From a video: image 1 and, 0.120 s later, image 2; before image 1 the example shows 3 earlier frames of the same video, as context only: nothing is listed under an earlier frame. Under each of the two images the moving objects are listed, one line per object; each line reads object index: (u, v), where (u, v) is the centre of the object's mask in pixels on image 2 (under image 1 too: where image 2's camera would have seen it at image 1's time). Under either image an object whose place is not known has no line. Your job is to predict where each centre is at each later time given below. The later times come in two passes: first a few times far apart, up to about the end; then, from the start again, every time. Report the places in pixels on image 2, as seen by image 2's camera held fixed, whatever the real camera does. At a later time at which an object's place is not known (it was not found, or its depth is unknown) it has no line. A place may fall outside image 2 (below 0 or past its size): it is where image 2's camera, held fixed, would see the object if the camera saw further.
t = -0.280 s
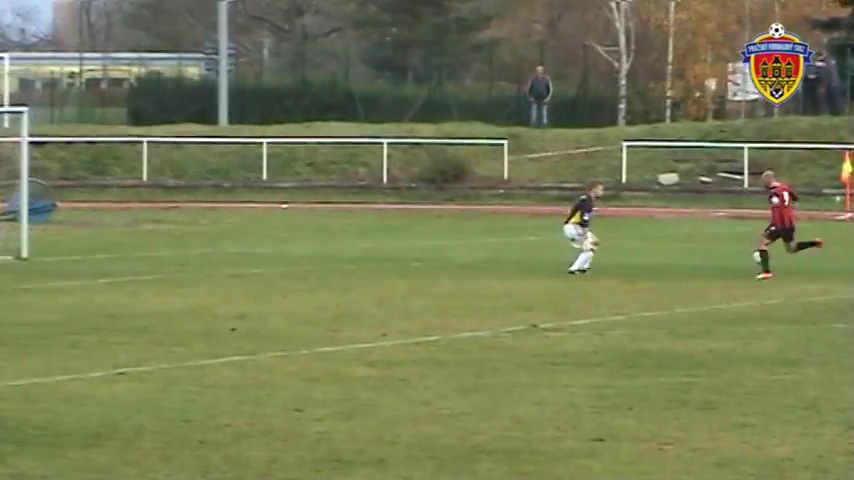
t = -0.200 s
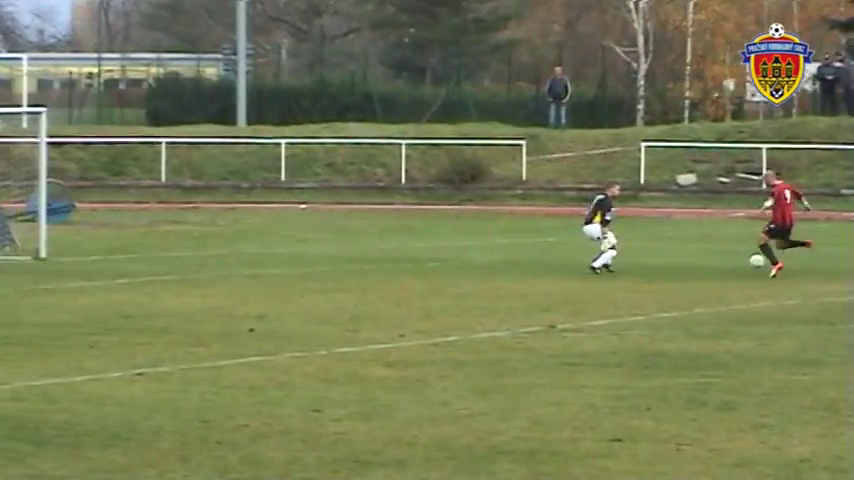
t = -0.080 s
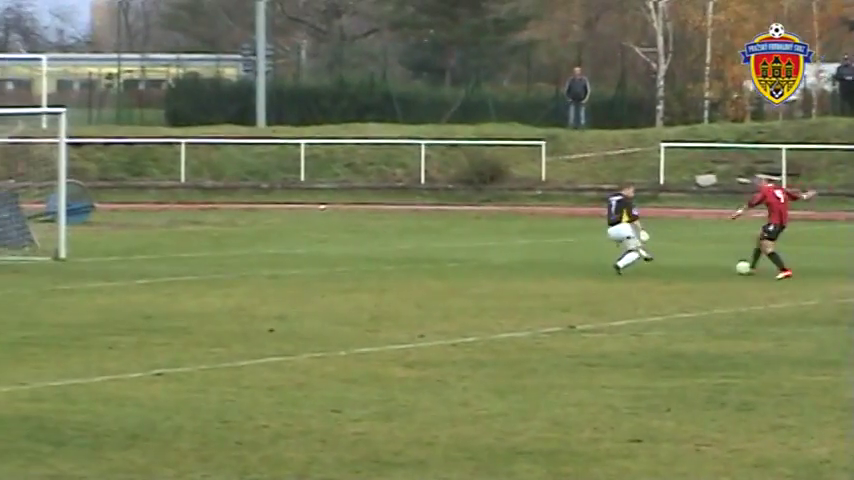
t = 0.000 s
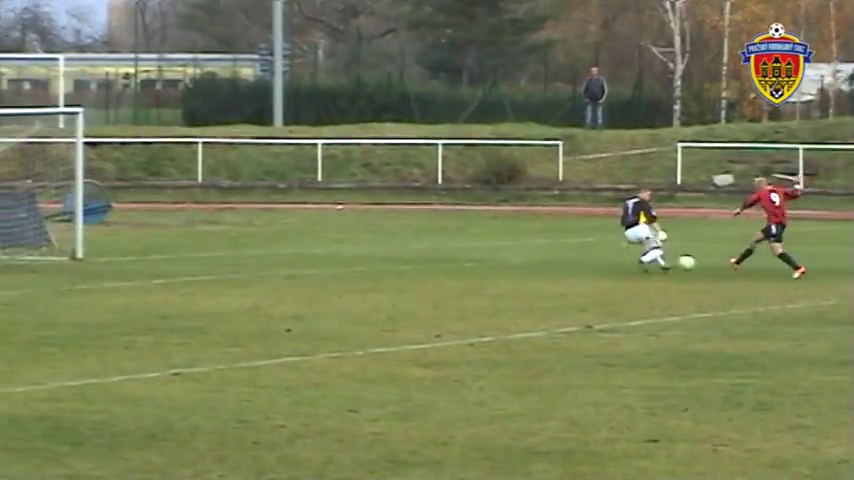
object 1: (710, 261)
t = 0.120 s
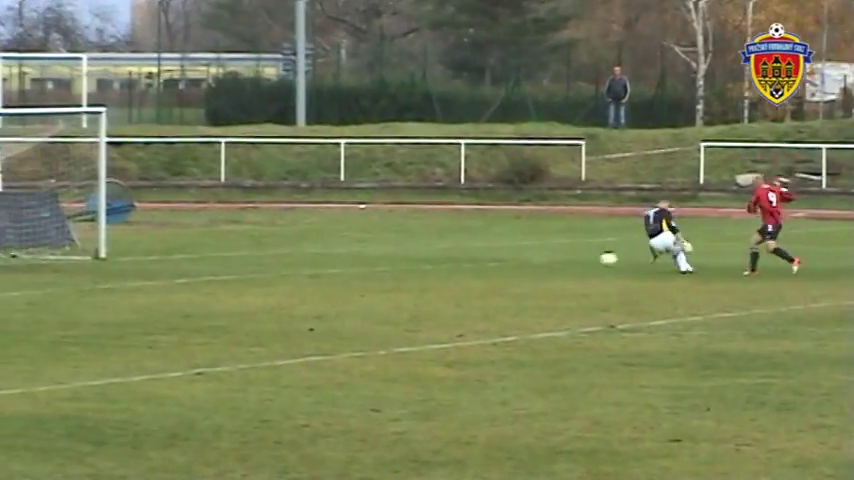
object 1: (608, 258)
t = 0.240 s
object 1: (515, 263)
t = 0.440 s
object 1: (383, 256)
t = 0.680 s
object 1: (251, 253)
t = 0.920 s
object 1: (136, 257)
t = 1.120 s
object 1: (46, 254)
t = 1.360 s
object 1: (-52, 248)
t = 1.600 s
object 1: (-127, 249)
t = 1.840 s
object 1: (-125, 222)
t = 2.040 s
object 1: (-117, 219)
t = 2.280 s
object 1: (-106, 249)
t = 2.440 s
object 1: (-105, 246)
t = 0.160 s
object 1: (576, 261)
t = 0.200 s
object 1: (544, 264)
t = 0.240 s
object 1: (515, 263)
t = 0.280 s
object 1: (488, 259)
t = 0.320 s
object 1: (462, 256)
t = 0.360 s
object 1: (435, 255)
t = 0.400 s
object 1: (410, 255)
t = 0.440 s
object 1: (383, 256)
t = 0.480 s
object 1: (358, 259)
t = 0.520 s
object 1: (333, 261)
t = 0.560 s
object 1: (312, 258)
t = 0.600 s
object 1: (292, 255)
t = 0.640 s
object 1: (271, 253)
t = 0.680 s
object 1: (251, 253)
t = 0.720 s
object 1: (232, 253)
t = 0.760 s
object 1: (212, 254)
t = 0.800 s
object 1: (193, 257)
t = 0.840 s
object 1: (174, 259)
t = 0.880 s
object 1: (154, 257)
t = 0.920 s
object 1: (136, 257)
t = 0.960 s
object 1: (117, 256)
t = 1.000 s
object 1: (99, 257)
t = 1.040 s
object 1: (81, 256)
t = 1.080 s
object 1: (64, 255)
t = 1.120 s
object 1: (46, 254)
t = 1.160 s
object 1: (28, 254)
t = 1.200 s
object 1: (11, 253)
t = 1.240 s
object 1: (-7, 253)
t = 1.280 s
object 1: (-23, 253)
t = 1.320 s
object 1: (-38, 251)
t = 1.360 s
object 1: (-52, 248)
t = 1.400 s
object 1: (-67, 247)
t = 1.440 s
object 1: (-81, 247)
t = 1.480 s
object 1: (-95, 248)
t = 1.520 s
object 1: (-109, 250)
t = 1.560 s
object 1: (-119, 251)
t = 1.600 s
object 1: (-127, 249)
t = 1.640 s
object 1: (-131, 247)
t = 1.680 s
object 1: (-132, 239)
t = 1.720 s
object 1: (-131, 235)
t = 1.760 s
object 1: (-129, 229)
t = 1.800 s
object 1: (-127, 225)
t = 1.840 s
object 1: (-125, 222)
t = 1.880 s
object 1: (-124, 219)
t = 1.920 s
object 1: (-122, 218)
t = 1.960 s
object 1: (-120, 218)
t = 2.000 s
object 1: (-119, 218)
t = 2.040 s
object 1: (-117, 219)
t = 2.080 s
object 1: (-115, 222)
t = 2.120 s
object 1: (-113, 225)
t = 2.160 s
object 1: (-112, 230)
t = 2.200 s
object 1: (-110, 236)
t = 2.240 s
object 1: (-107, 241)
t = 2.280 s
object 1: (-106, 249)
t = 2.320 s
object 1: (-105, 250)
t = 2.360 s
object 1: (-105, 248)
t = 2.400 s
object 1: (-105, 247)
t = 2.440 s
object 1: (-105, 246)
